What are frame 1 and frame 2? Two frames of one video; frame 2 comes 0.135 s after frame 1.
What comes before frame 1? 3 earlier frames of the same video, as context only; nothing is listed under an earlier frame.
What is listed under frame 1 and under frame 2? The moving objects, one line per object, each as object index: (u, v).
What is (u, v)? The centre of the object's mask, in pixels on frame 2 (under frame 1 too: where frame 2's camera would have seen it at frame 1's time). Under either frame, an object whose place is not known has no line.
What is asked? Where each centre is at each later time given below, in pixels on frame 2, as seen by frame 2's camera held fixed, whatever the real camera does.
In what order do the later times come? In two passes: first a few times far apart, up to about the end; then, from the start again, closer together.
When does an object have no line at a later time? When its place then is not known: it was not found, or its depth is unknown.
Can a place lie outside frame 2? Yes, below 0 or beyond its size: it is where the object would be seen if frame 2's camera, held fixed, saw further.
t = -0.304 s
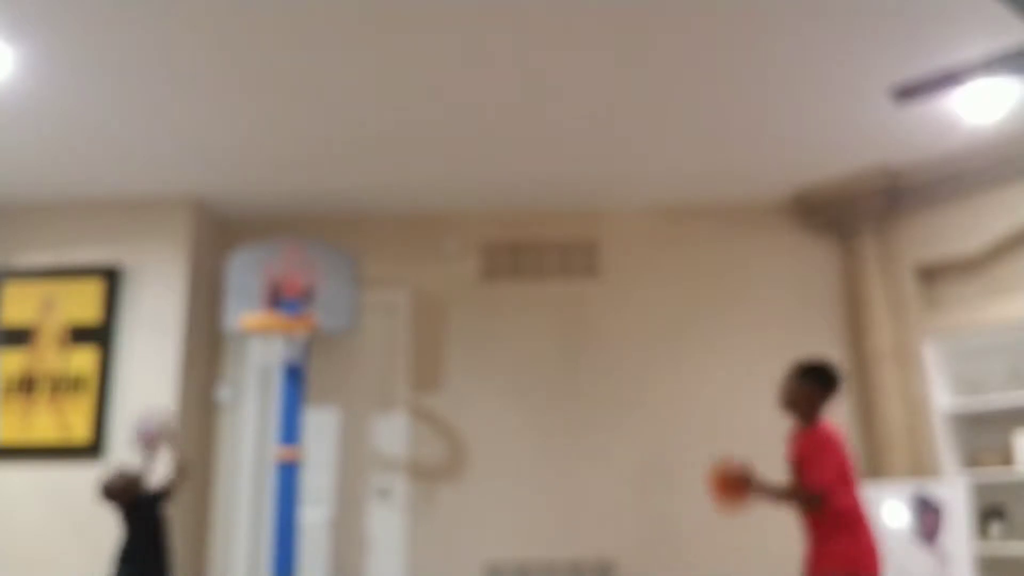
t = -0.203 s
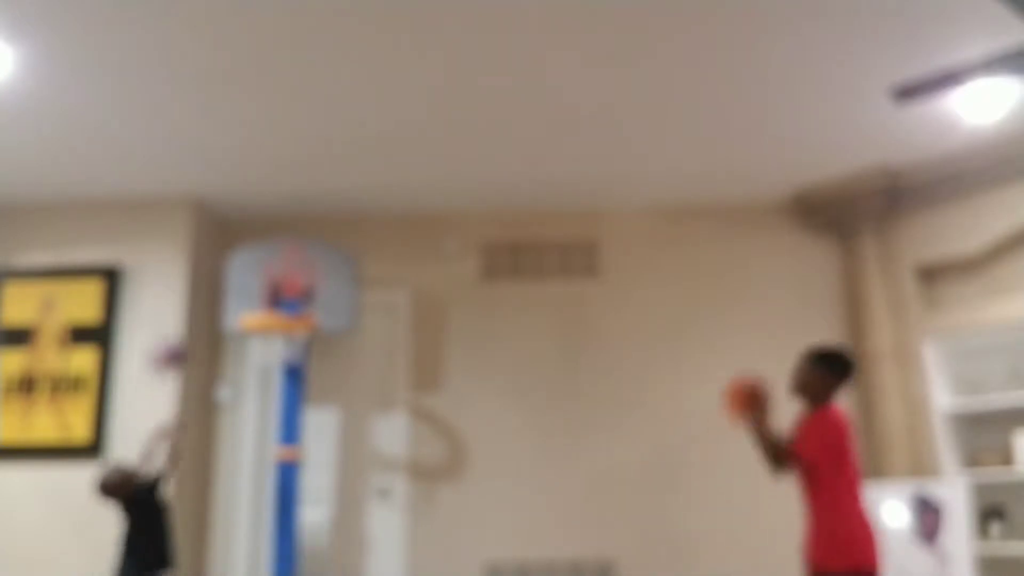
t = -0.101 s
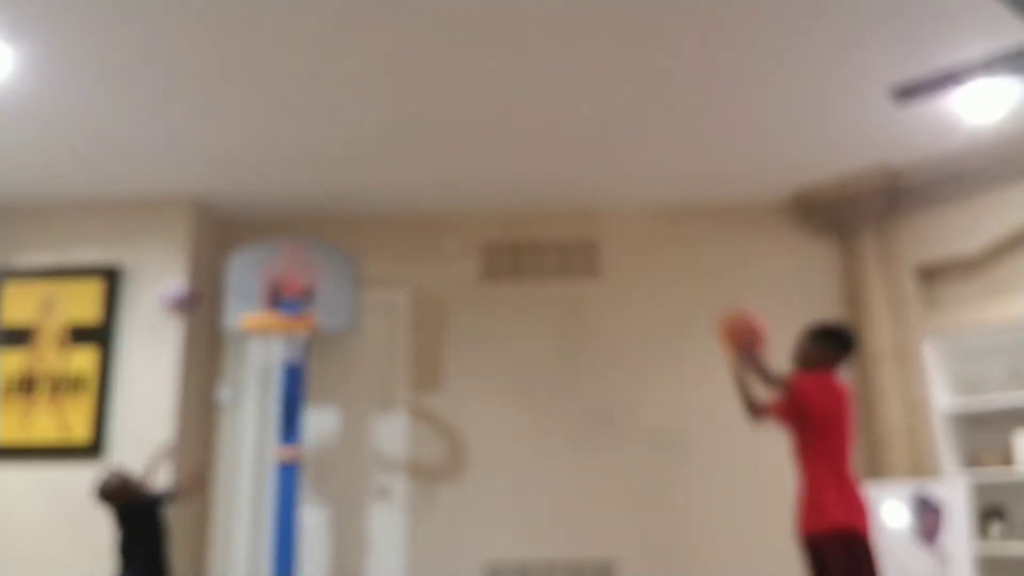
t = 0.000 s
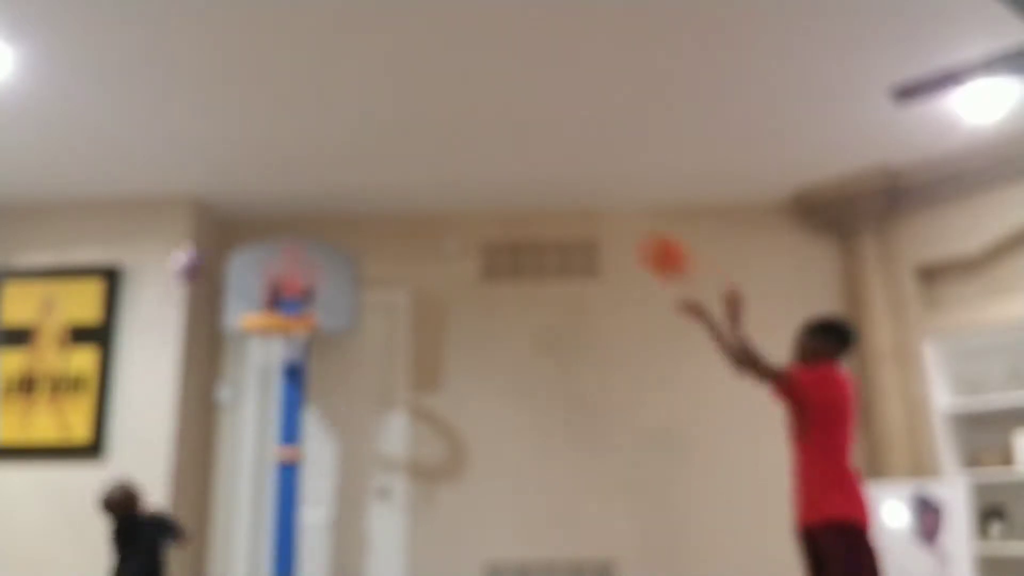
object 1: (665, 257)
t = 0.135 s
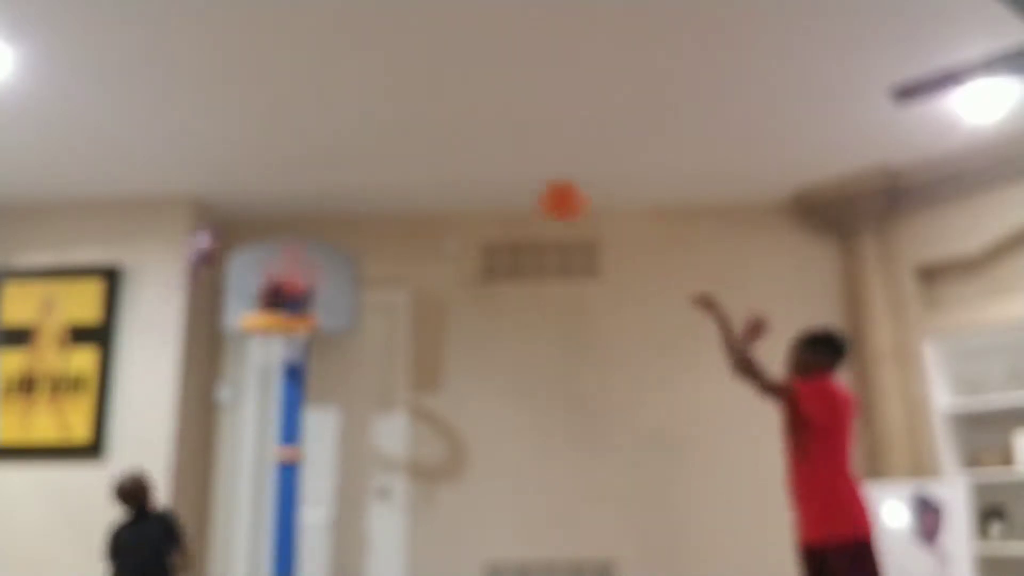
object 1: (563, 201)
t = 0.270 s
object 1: (473, 183)
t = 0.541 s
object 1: (320, 250)
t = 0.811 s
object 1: (283, 298)
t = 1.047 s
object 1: (296, 300)
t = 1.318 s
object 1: (315, 366)
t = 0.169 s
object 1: (538, 192)
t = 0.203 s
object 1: (515, 187)
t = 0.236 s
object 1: (493, 184)
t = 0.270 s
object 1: (473, 183)
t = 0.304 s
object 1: (453, 185)
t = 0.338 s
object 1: (433, 189)
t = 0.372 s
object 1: (413, 195)
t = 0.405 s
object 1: (396, 202)
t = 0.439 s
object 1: (376, 211)
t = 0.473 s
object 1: (357, 224)
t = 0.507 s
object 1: (339, 237)
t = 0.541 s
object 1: (320, 250)
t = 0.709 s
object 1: (281, 295)
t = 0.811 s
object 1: (283, 298)
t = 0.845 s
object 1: (284, 297)
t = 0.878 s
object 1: (285, 297)
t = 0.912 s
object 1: (287, 298)
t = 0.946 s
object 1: (289, 299)
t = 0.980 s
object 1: (291, 299)
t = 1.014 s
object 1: (293, 299)
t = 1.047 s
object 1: (296, 300)
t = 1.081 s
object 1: (298, 301)
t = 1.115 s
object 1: (301, 303)
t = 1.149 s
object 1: (303, 305)
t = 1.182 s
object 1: (307, 315)
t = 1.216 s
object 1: (309, 324)
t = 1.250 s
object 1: (310, 335)
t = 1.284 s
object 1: (313, 349)
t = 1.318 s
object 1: (315, 366)
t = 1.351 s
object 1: (317, 384)
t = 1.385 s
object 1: (318, 404)
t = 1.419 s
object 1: (321, 433)
